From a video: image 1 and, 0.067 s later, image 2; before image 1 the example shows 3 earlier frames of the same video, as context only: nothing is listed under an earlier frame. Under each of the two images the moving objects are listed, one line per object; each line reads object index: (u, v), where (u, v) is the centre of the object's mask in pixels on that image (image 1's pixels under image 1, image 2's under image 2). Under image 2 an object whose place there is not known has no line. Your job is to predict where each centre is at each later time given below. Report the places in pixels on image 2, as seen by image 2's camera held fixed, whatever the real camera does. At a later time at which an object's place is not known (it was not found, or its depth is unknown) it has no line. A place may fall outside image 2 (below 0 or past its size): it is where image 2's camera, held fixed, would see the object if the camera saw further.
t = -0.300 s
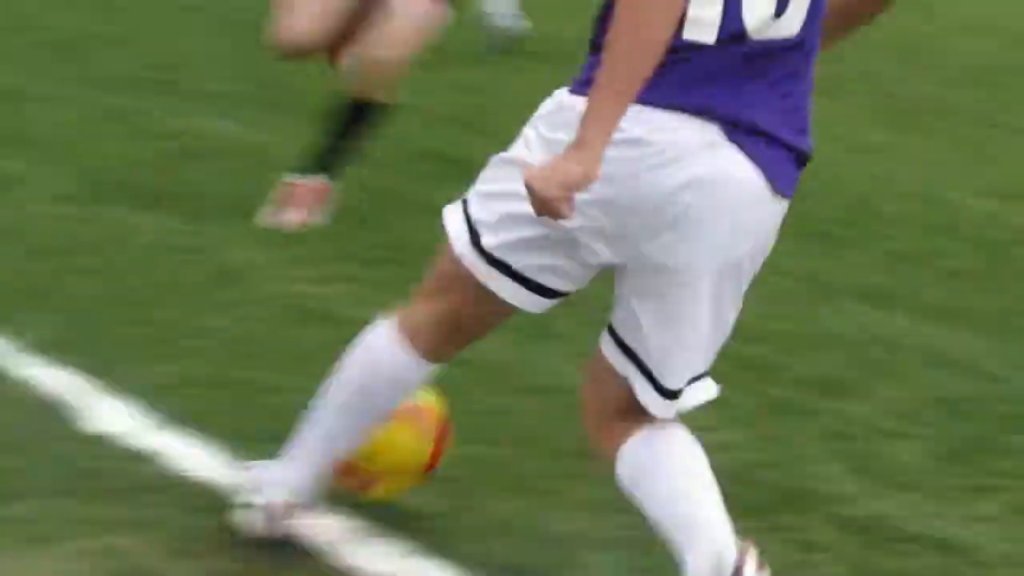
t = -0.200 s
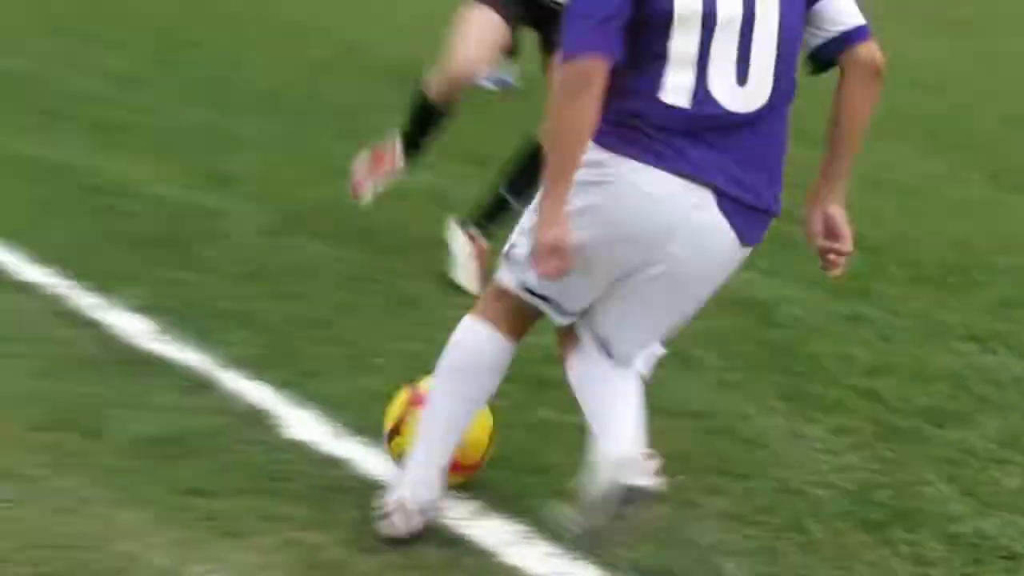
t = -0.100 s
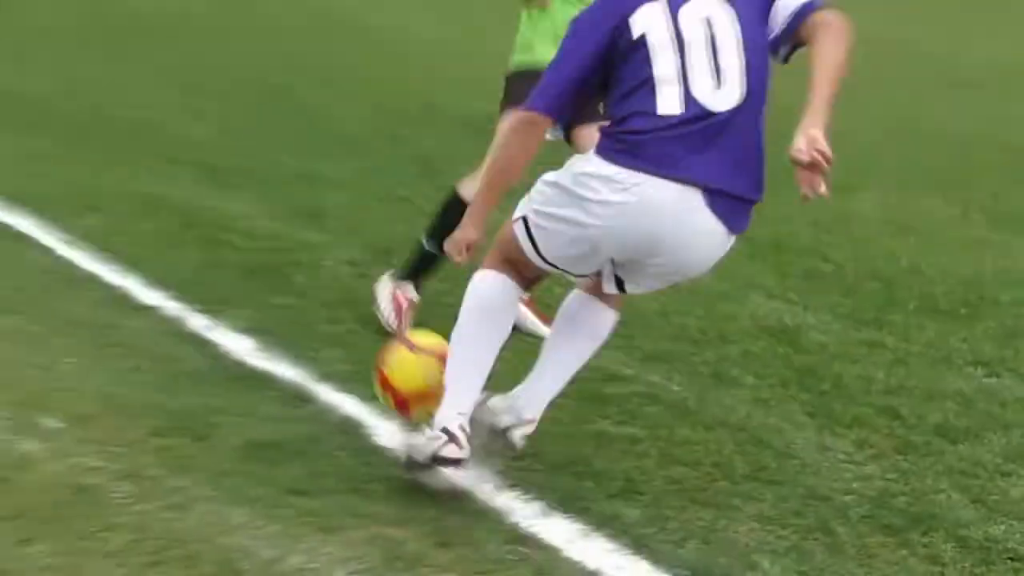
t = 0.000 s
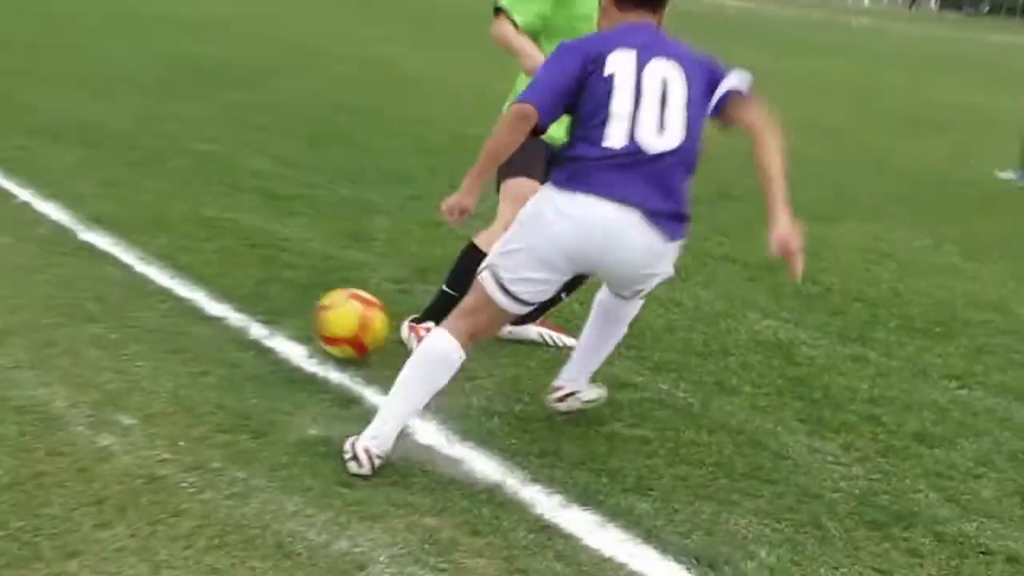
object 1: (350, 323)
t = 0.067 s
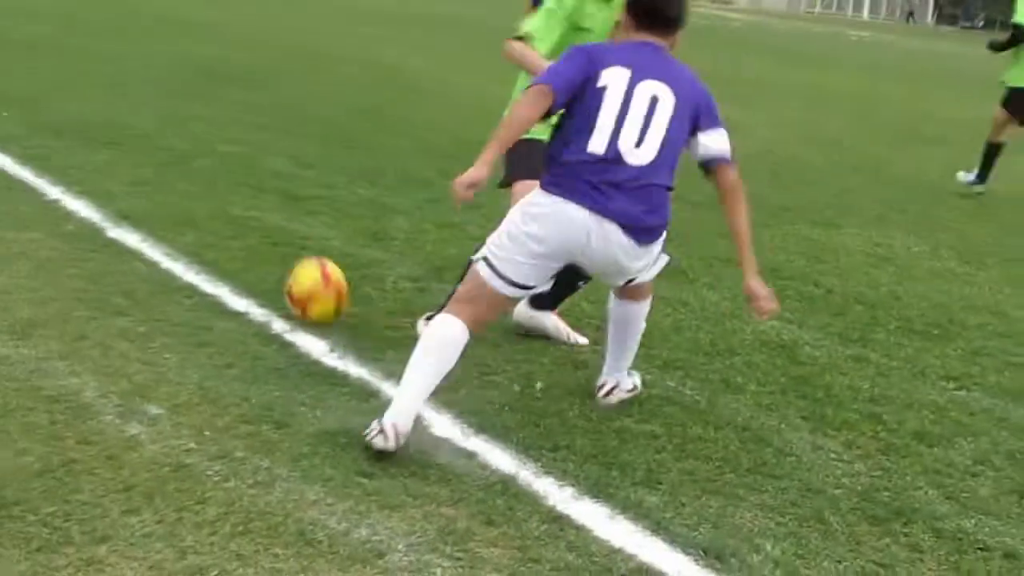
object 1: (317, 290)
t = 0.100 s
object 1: (297, 273)
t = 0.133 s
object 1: (279, 258)
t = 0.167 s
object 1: (261, 249)
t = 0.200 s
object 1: (243, 242)
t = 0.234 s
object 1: (226, 237)
